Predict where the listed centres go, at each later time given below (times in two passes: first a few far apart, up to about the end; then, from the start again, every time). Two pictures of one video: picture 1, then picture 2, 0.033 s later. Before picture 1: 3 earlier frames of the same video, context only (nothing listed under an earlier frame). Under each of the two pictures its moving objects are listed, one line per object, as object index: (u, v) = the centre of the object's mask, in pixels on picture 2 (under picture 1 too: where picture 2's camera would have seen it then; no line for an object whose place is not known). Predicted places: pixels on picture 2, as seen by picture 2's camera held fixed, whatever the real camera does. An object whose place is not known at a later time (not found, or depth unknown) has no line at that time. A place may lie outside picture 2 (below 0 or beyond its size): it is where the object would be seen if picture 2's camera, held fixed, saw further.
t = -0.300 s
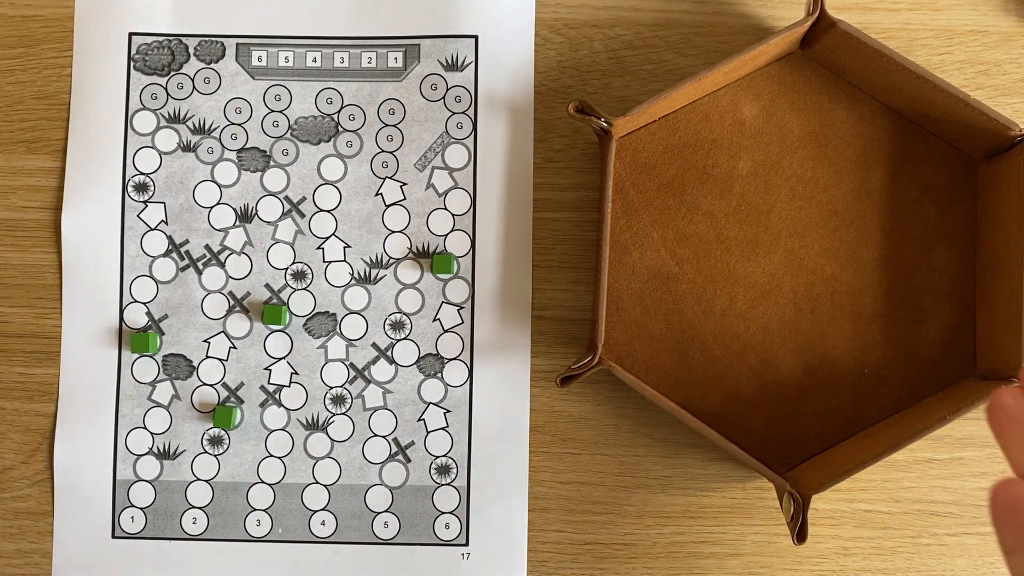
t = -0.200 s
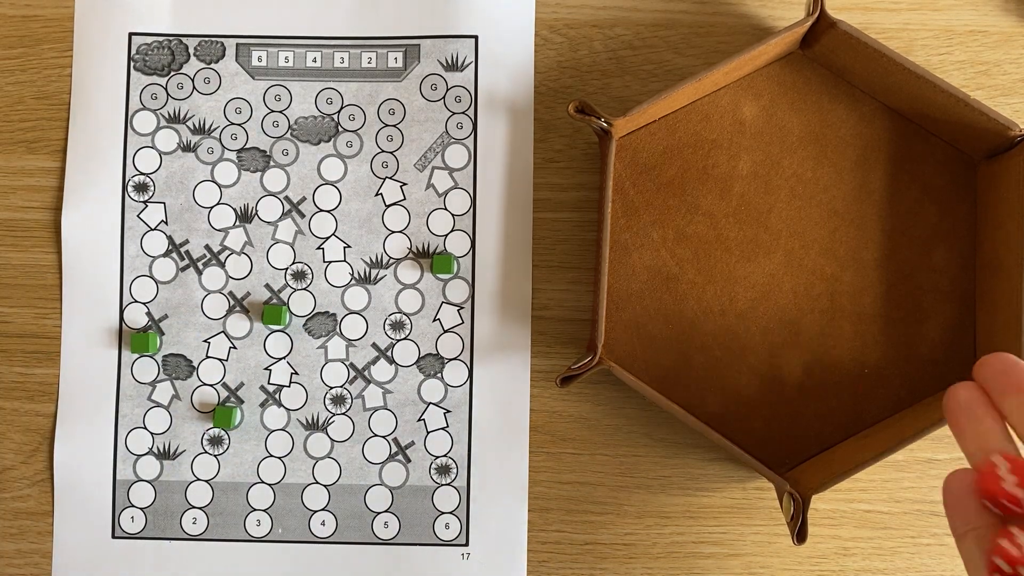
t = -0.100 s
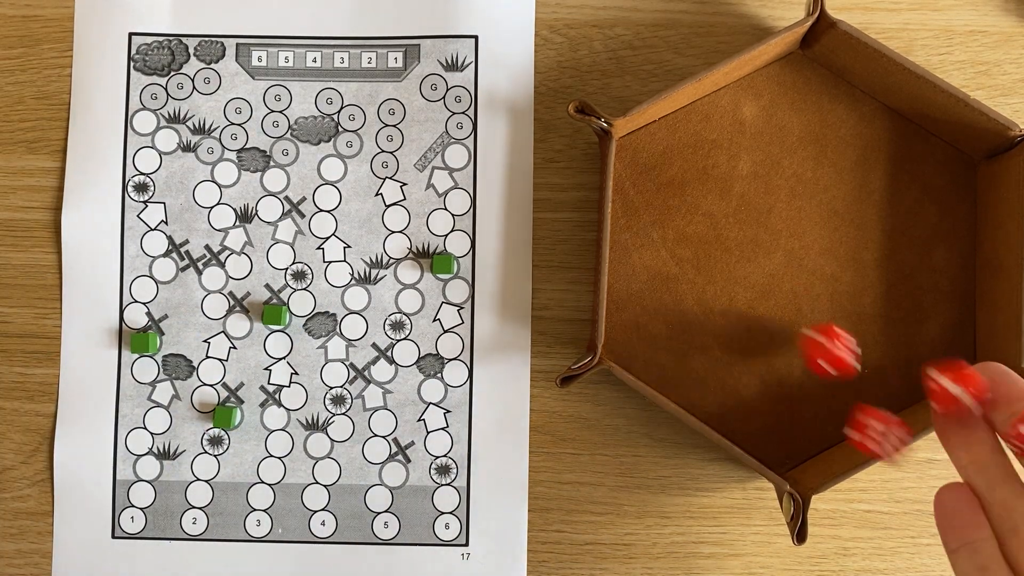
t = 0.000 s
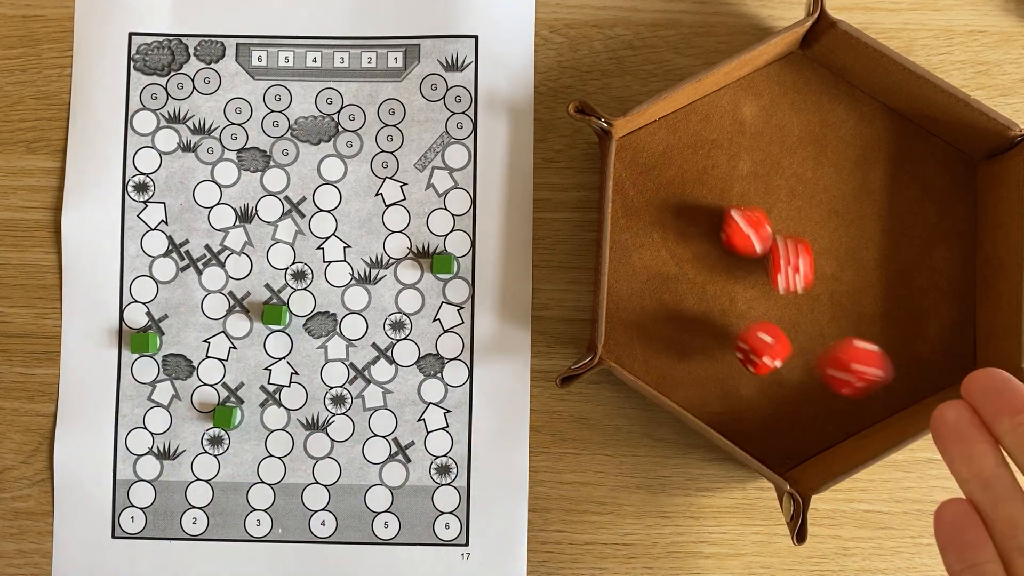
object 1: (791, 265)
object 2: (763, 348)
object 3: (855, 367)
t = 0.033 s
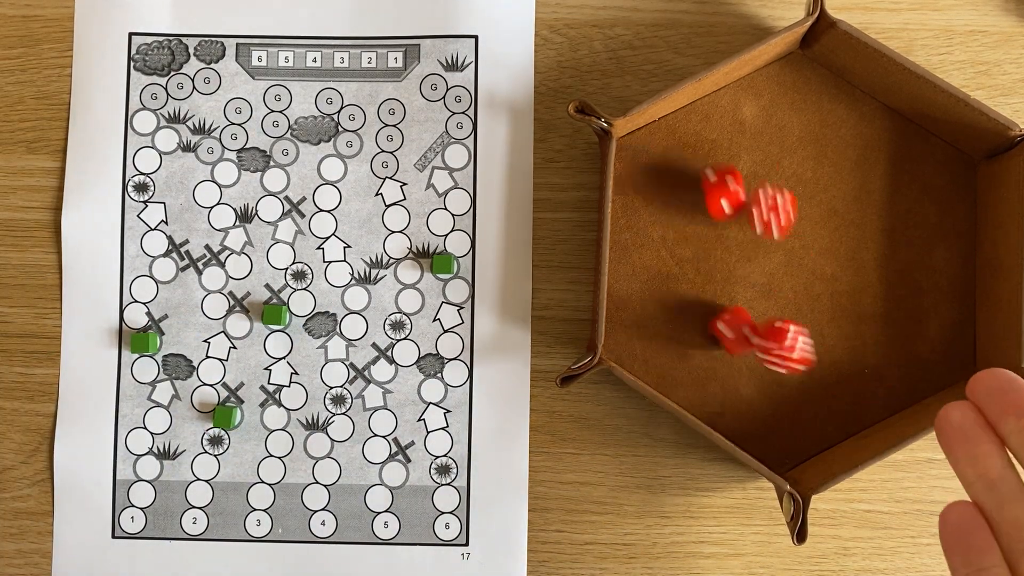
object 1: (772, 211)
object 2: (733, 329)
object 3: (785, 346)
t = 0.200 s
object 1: (772, 82)
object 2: (648, 238)
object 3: (788, 305)
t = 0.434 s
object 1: (801, 83)
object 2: (658, 214)
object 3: (775, 300)
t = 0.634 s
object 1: (801, 83)
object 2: (658, 214)
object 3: (775, 300)
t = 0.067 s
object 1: (751, 157)
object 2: (692, 301)
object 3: (774, 336)
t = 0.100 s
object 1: (744, 108)
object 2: (644, 272)
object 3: (785, 331)
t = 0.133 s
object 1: (751, 92)
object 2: (633, 255)
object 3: (790, 323)
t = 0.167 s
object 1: (762, 90)
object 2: (640, 247)
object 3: (789, 313)
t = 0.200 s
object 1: (772, 82)
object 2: (648, 238)
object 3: (788, 305)
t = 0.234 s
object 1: (788, 81)
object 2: (654, 225)
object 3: (782, 300)
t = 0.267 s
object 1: (798, 83)
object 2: (656, 215)
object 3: (777, 299)
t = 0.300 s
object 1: (801, 83)
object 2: (658, 213)
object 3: (775, 300)
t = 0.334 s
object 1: (801, 83)
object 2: (658, 214)
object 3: (775, 300)
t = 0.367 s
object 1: (801, 83)
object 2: (658, 214)
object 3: (775, 300)
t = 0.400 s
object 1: (801, 83)
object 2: (658, 214)
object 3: (775, 300)
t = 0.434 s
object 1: (801, 83)
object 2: (658, 214)
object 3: (775, 300)
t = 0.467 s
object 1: (801, 83)
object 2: (658, 214)
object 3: (775, 300)
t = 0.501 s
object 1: (801, 83)
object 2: (658, 214)
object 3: (775, 300)
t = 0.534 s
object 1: (801, 83)
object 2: (658, 214)
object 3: (775, 300)
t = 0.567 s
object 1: (801, 83)
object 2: (658, 214)
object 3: (775, 300)
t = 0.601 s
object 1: (801, 83)
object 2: (658, 214)
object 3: (775, 300)
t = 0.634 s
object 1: (801, 83)
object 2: (658, 214)
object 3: (775, 300)
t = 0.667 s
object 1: (801, 83)
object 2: (658, 214)
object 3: (775, 300)
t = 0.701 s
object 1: (801, 83)
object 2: (658, 214)
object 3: (775, 300)
